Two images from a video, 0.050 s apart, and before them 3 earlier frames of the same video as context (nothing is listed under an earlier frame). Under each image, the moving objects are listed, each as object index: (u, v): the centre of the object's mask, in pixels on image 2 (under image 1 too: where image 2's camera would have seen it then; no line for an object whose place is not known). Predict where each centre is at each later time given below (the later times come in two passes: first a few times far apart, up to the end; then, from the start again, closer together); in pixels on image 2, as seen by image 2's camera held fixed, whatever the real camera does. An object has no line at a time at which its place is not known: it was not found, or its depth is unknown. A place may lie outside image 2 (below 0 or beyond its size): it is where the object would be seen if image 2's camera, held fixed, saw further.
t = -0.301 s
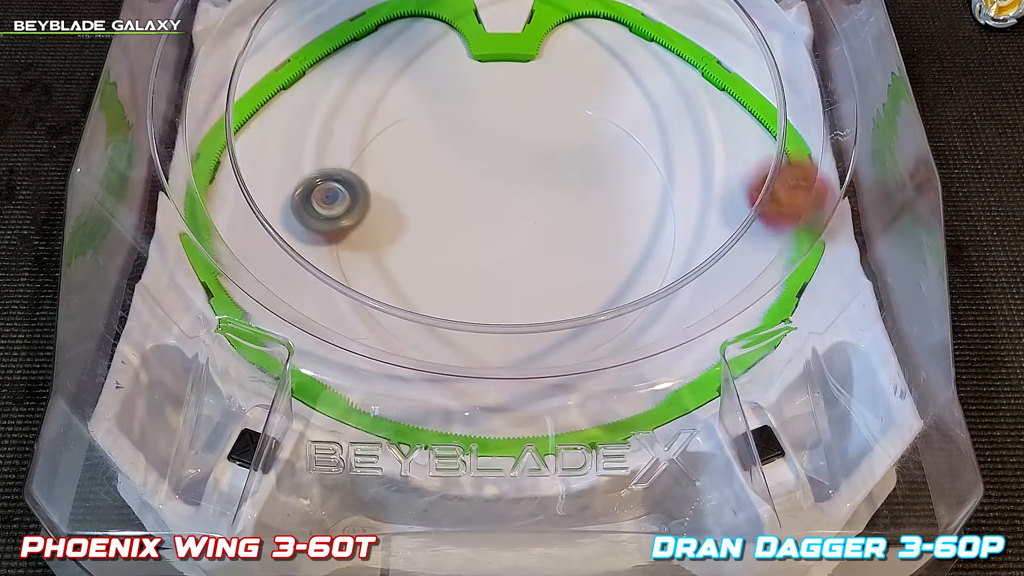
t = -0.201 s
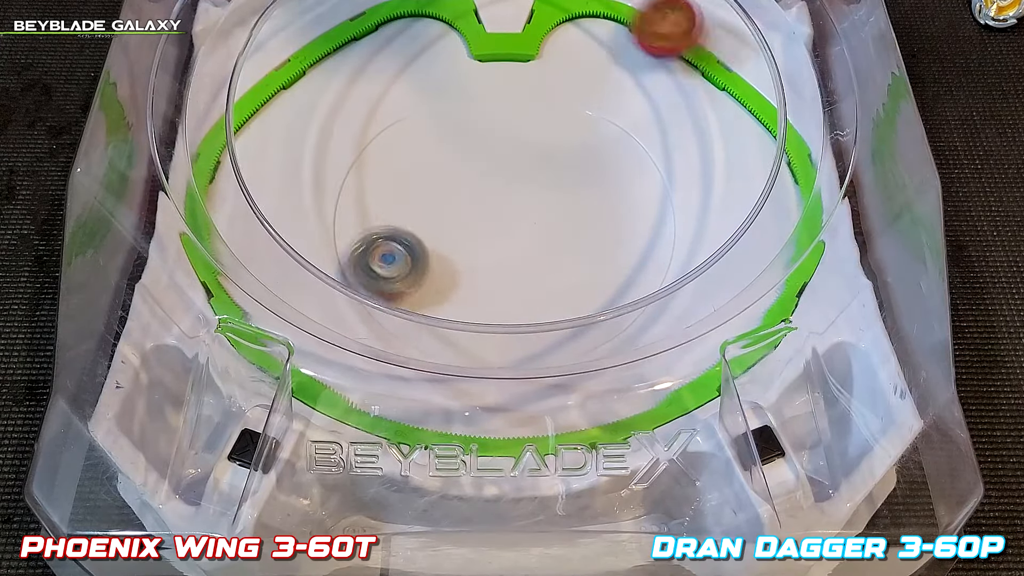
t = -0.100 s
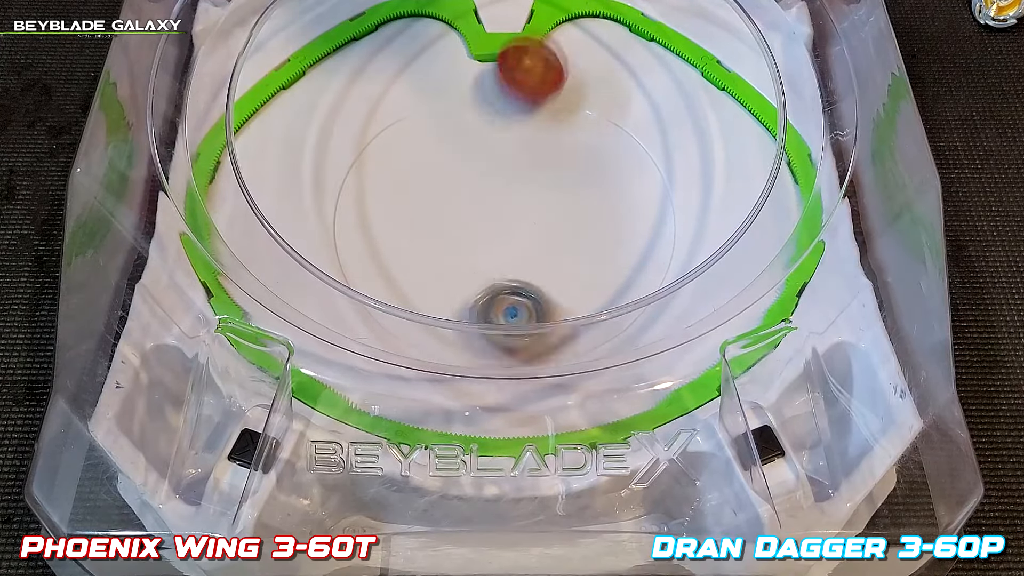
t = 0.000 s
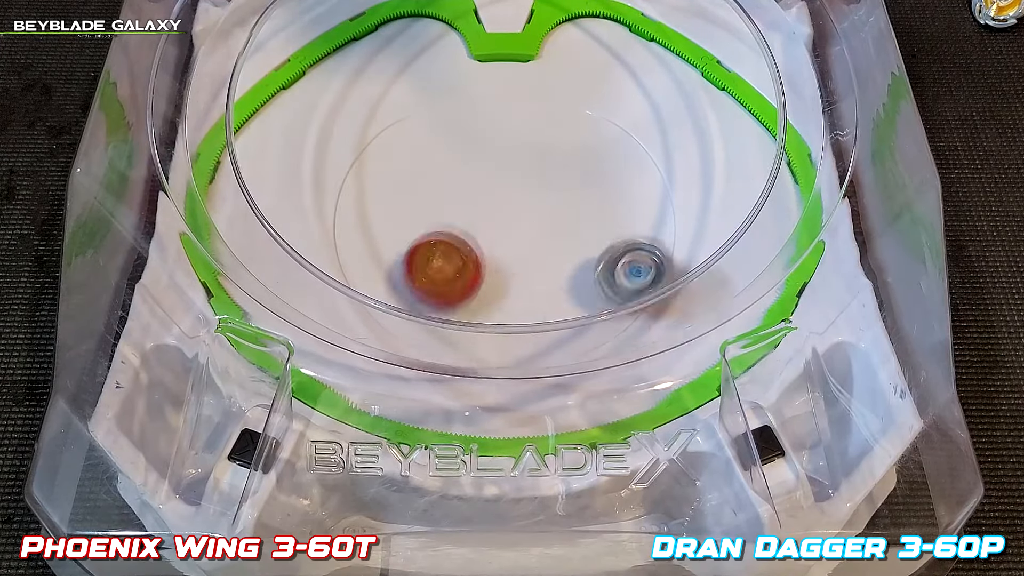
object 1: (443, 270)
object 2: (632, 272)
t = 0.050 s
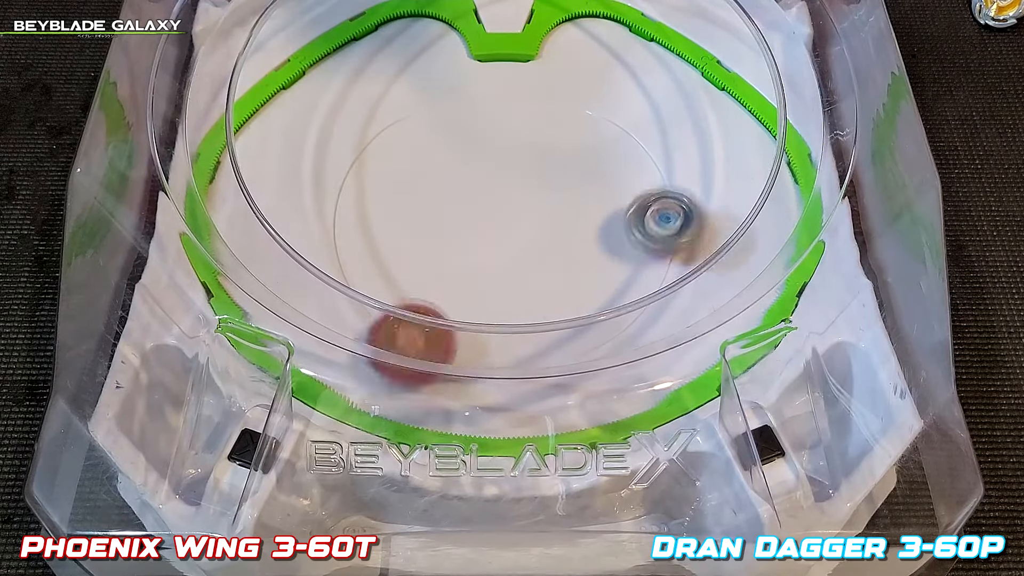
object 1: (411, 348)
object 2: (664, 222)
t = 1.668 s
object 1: (645, 78)
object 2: (528, 210)
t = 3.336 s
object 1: (477, 388)
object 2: (396, 192)
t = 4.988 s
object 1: (437, 213)
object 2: (474, 282)
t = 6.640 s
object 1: (506, 142)
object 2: (511, 301)
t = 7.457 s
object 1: (405, 223)
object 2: (521, 233)
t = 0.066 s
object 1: (405, 367)
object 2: (671, 204)
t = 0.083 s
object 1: (397, 398)
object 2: (669, 184)
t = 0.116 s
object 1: (406, 403)
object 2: (658, 151)
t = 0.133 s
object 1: (419, 390)
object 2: (648, 133)
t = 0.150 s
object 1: (431, 380)
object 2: (639, 117)
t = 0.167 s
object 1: (444, 375)
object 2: (628, 102)
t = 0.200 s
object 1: (469, 368)
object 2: (609, 79)
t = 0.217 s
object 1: (484, 363)
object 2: (600, 67)
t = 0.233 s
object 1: (501, 342)
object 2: (591, 57)
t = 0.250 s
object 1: (518, 335)
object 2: (581, 47)
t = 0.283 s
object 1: (552, 322)
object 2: (567, 34)
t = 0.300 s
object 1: (567, 319)
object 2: (558, 28)
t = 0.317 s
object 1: (583, 318)
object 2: (550, 25)
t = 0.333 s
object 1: (597, 307)
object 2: (553, 32)
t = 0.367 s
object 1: (623, 275)
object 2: (583, 79)
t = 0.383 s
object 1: (638, 266)
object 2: (596, 106)
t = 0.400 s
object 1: (651, 259)
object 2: (611, 133)
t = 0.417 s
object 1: (663, 250)
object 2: (625, 157)
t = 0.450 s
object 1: (683, 225)
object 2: (637, 189)
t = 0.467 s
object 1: (696, 217)
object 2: (639, 194)
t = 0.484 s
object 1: (707, 210)
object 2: (643, 201)
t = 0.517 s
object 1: (731, 208)
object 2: (650, 222)
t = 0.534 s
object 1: (742, 212)
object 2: (651, 236)
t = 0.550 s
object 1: (751, 218)
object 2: (650, 239)
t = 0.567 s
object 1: (759, 227)
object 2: (647, 241)
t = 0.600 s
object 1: (774, 256)
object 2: (641, 255)
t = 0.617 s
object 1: (775, 272)
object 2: (637, 260)
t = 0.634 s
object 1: (769, 262)
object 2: (632, 260)
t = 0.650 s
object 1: (745, 230)
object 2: (627, 263)
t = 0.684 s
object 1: (698, 171)
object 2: (616, 266)
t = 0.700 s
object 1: (676, 142)
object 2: (610, 267)
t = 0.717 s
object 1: (657, 118)
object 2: (605, 266)
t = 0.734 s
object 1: (638, 91)
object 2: (600, 266)
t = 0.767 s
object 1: (601, 45)
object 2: (591, 261)
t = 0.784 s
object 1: (583, 25)
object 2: (587, 259)
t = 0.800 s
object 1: (565, 14)
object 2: (583, 256)
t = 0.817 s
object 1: (559, 12)
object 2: (580, 253)
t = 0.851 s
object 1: (550, 29)
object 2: (576, 246)
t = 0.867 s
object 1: (545, 49)
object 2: (575, 243)
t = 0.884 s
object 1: (541, 74)
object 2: (574, 241)
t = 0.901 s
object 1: (536, 102)
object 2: (574, 239)
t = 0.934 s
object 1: (524, 172)
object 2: (575, 236)
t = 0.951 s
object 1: (514, 206)
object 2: (584, 243)
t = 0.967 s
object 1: (485, 219)
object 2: (604, 252)
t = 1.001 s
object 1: (433, 247)
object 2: (643, 275)
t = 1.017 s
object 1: (410, 251)
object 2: (664, 293)
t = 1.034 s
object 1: (391, 257)
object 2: (678, 299)
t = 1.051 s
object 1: (370, 263)
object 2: (700, 317)
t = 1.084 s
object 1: (340, 269)
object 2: (722, 323)
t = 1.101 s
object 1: (323, 281)
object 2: (721, 302)
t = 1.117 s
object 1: (314, 283)
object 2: (713, 279)
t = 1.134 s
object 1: (297, 290)
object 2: (710, 265)
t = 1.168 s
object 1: (273, 306)
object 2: (698, 220)
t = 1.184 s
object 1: (264, 312)
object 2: (692, 199)
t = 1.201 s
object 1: (289, 307)
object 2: (685, 183)
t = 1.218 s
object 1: (321, 302)
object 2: (678, 167)
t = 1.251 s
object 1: (381, 304)
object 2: (666, 132)
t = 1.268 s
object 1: (412, 290)
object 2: (660, 118)
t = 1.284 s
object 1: (434, 288)
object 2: (654, 106)
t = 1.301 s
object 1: (465, 285)
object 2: (647, 89)
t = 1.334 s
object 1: (518, 278)
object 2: (632, 67)
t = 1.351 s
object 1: (542, 266)
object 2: (624, 56)
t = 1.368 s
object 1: (566, 257)
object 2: (616, 45)
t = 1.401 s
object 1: (609, 238)
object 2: (599, 30)
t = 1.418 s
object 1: (627, 227)
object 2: (590, 24)
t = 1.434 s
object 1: (644, 217)
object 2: (581, 20)
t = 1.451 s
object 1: (658, 205)
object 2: (571, 17)
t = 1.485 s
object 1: (681, 182)
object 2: (553, 14)
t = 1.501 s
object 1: (685, 169)
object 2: (551, 20)
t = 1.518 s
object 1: (686, 158)
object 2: (549, 31)
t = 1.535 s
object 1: (686, 149)
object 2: (549, 49)
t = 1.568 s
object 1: (682, 131)
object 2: (546, 92)
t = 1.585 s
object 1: (677, 122)
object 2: (544, 115)
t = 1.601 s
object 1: (673, 115)
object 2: (542, 131)
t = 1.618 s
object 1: (667, 105)
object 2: (539, 150)
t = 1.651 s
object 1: (652, 88)
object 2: (532, 192)
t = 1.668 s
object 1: (645, 78)
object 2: (528, 210)
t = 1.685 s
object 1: (637, 69)
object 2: (524, 229)
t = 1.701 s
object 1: (630, 59)
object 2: (519, 244)
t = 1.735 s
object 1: (616, 40)
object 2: (510, 278)
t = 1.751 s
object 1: (609, 29)
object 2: (504, 293)
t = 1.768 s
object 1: (602, 23)
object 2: (499, 301)
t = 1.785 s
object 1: (596, 18)
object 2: (494, 317)
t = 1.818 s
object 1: (581, 15)
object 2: (486, 334)
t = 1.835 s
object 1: (575, 21)
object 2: (483, 335)
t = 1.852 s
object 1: (569, 29)
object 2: (483, 329)
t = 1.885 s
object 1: (558, 71)
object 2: (483, 319)
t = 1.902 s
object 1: (553, 95)
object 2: (485, 311)
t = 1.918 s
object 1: (548, 118)
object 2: (486, 303)
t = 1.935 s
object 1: (543, 132)
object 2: (486, 300)
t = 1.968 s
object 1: (531, 170)
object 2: (489, 294)
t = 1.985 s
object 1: (525, 195)
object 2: (490, 291)
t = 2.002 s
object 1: (519, 217)
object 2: (491, 289)
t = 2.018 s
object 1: (522, 221)
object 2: (481, 294)
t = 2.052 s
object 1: (556, 191)
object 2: (430, 357)
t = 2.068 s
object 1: (571, 176)
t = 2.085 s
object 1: (584, 160)
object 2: (397, 391)
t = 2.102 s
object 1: (597, 146)
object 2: (391, 378)
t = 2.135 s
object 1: (620, 121)
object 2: (383, 347)
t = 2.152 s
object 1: (629, 110)
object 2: (385, 330)
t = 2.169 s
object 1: (636, 100)
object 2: (381, 324)
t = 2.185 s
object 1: (642, 92)
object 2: (373, 312)
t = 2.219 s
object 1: (657, 77)
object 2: (374, 271)
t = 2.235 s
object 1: (665, 72)
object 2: (370, 264)
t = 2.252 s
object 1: (674, 66)
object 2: (369, 254)
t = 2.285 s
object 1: (692, 56)
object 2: (371, 241)
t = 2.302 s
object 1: (695, 51)
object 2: (375, 225)
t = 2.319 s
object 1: (689, 51)
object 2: (379, 209)
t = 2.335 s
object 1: (680, 56)
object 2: (385, 195)
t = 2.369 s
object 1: (663, 70)
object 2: (395, 178)
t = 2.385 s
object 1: (657, 67)
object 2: (402, 167)
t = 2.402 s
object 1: (651, 67)
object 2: (409, 154)
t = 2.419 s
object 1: (644, 70)
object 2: (415, 143)
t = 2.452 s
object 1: (629, 84)
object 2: (431, 130)
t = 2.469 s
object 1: (624, 86)
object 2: (438, 121)
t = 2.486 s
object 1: (619, 84)
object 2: (448, 112)
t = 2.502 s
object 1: (615, 84)
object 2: (457, 105)
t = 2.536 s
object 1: (605, 95)
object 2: (475, 100)
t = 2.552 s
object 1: (600, 101)
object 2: (484, 95)
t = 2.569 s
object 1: (597, 101)
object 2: (492, 89)
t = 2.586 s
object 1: (594, 103)
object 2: (500, 85)
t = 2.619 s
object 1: (586, 116)
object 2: (518, 87)
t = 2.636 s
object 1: (582, 124)
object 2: (528, 91)
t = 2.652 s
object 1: (579, 127)
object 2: (534, 88)
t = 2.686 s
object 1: (571, 143)
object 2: (548, 90)
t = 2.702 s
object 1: (568, 149)
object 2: (555, 94)
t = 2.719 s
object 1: (565, 157)
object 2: (560, 99)
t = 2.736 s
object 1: (562, 166)
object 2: (564, 103)
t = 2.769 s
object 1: (558, 183)
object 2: (572, 116)
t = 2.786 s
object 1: (555, 193)
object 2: (574, 122)
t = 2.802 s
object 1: (554, 201)
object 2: (574, 126)
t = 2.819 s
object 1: (553, 210)
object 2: (574, 133)
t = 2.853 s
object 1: (552, 229)
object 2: (573, 147)
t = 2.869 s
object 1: (552, 237)
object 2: (570, 154)
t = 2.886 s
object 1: (552, 247)
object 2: (567, 161)
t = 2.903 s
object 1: (552, 256)
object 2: (563, 167)
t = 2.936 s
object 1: (553, 274)
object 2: (554, 180)
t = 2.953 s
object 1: (553, 283)
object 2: (547, 186)
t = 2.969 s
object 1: (554, 291)
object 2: (541, 190)
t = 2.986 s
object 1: (554, 296)
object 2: (534, 196)
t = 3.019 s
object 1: (553, 318)
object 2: (520, 203)
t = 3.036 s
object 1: (551, 331)
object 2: (512, 206)
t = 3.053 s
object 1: (548, 333)
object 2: (504, 208)
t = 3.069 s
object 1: (546, 336)
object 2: (496, 209)
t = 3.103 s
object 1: (539, 349)
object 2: (479, 211)
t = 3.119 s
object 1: (537, 350)
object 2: (471, 210)
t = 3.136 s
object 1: (533, 361)
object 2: (463, 208)
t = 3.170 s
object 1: (523, 369)
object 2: (444, 205)
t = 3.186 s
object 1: (518, 381)
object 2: (436, 203)
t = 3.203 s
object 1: (513, 388)
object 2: (429, 201)
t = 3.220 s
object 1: (505, 402)
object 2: (421, 198)
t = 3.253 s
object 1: (495, 405)
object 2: (410, 196)
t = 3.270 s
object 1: (490, 404)
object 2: (405, 196)
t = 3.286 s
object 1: (486, 403)
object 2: (401, 194)
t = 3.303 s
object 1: (483, 394)
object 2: (399, 194)
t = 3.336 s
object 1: (477, 388)
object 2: (396, 192)
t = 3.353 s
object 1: (473, 384)
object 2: (395, 192)
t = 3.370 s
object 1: (470, 378)
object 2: (395, 192)
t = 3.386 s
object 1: (466, 378)
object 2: (395, 192)
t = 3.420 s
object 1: (458, 367)
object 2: (395, 193)
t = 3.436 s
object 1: (453, 365)
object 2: (395, 193)
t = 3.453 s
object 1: (449, 365)
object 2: (396, 194)
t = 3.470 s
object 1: (444, 364)
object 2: (396, 194)
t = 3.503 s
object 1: (430, 356)
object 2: (397, 195)
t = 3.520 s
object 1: (423, 355)
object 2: (399, 196)
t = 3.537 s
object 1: (416, 351)
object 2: (400, 196)
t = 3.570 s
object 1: (398, 345)
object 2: (405, 199)
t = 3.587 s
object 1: (390, 342)
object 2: (408, 200)
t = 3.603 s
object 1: (382, 338)
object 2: (412, 200)
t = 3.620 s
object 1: (376, 328)
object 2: (417, 201)
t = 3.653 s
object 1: (358, 320)
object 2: (429, 202)
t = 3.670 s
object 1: (349, 316)
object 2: (435, 203)
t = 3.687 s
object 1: (342, 305)
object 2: (442, 203)
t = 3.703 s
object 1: (334, 299)
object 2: (449, 203)
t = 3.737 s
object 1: (320, 284)
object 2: (465, 203)
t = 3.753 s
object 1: (314, 276)
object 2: (474, 202)
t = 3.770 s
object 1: (311, 264)
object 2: (484, 201)
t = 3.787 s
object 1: (303, 257)
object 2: (493, 199)
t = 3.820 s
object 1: (295, 239)
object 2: (510, 196)
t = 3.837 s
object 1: (291, 230)
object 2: (519, 193)
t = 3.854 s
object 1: (288, 221)
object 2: (528, 190)
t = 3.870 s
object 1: (289, 210)
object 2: (537, 187)
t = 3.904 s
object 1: (282, 195)
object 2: (552, 181)
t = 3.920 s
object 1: (279, 186)
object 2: (559, 178)
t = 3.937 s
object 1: (277, 177)
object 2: (565, 175)
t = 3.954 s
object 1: (274, 168)
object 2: (571, 171)
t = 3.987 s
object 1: (273, 151)
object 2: (581, 164)
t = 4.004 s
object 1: (272, 142)
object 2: (585, 162)
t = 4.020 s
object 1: (273, 134)
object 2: (589, 159)
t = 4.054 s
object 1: (275, 116)
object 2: (594, 155)
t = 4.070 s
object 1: (277, 108)
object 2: (596, 155)
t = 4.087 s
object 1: (279, 99)
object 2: (597, 155)
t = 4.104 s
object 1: (282, 91)
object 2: (597, 154)
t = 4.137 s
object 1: (289, 76)
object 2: (597, 155)
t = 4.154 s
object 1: (296, 75)
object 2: (597, 155)
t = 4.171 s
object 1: (305, 77)
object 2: (596, 155)
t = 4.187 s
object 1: (312, 75)
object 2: (595, 156)
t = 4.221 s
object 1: (327, 75)
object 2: (594, 156)
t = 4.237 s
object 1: (334, 72)
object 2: (593, 156)
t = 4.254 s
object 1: (340, 70)
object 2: (593, 156)
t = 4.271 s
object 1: (347, 70)
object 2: (592, 156)
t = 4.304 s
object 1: (361, 62)
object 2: (590, 158)
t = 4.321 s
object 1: (369, 59)
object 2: (588, 158)
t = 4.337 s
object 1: (377, 55)
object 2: (586, 160)
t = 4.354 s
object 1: (385, 52)
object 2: (583, 161)
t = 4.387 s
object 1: (403, 45)
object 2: (577, 165)
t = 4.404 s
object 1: (413, 43)
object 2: (573, 167)
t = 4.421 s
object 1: (423, 41)
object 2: (569, 171)
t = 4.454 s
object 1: (439, 35)
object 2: (560, 178)
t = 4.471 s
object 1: (448, 33)
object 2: (555, 182)
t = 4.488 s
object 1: (457, 31)
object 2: (550, 186)
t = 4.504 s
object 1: (458, 30)
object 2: (545, 191)
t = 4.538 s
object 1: (439, 35)
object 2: (535, 202)
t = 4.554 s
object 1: (429, 41)
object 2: (529, 207)
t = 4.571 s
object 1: (422, 42)
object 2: (524, 212)
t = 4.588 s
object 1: (414, 43)
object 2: (519, 218)
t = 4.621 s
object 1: (401, 56)
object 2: (510, 230)
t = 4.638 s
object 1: (397, 58)
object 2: (505, 235)
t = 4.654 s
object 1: (394, 59)
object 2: (501, 241)
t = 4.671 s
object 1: (392, 63)
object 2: (497, 246)
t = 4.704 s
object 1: (392, 75)
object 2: (491, 256)
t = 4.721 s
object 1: (393, 78)
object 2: (488, 261)
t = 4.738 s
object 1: (396, 83)
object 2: (485, 266)
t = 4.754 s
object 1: (400, 90)
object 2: (484, 271)
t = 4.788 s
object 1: (408, 103)
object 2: (480, 278)
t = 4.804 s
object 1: (412, 112)
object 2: (479, 281)
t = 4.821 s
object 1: (415, 120)
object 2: (477, 283)
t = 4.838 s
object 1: (419, 131)
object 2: (476, 284)
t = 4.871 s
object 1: (424, 150)
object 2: (474, 285)
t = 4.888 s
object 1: (426, 159)
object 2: (473, 285)
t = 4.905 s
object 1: (429, 168)
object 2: (473, 285)
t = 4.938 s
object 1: (432, 186)
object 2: (473, 284)
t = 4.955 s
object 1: (434, 195)
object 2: (474, 283)
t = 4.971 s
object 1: (435, 204)
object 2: (474, 283)
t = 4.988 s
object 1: (437, 213)
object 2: (474, 282)
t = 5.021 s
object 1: (435, 221)
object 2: (479, 292)
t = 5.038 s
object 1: (428, 205)
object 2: (493, 313)
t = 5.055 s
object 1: (422, 191)
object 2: (504, 333)
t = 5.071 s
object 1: (416, 181)
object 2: (516, 340)
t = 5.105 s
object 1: (407, 156)
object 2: (537, 357)
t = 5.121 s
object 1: (403, 147)
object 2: (547, 363)
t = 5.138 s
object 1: (401, 137)
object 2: (559, 368)
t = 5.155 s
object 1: (399, 128)
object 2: (569, 369)
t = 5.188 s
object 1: (397, 117)
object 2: (589, 376)
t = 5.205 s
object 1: (397, 111)
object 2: (600, 384)
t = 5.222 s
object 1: (397, 108)
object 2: (606, 388)
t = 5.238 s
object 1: (398, 107)
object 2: (612, 395)
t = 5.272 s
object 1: (398, 105)
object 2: (620, 384)
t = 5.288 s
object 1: (399, 108)
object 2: (624, 379)
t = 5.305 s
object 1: (399, 107)
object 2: (626, 372)
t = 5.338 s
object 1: (399, 112)
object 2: (629, 361)
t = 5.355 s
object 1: (399, 114)
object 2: (631, 357)
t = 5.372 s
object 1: (399, 116)
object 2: (630, 353)
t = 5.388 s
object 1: (399, 120)
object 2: (630, 349)
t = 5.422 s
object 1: (399, 124)
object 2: (629, 342)
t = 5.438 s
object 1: (399, 128)
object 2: (625, 333)
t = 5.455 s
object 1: (399, 134)
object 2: (625, 333)
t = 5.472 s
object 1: (399, 134)
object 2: (623, 327)
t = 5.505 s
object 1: (400, 143)
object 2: (620, 323)
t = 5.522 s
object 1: (400, 144)
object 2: (616, 320)
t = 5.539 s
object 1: (400, 148)
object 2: (613, 317)
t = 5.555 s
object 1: (401, 151)
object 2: (607, 312)
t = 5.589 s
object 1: (403, 156)
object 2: (599, 302)
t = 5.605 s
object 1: (403, 157)
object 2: (593, 289)
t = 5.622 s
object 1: (405, 159)
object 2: (591, 285)
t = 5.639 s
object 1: (406, 160)
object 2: (589, 280)
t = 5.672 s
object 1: (409, 160)
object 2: (579, 264)
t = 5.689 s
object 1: (412, 159)
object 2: (574, 256)
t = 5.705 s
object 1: (415, 159)
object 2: (568, 248)
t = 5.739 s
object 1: (422, 159)
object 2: (555, 232)
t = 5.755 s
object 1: (427, 158)
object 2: (548, 224)
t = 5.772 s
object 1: (432, 158)
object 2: (540, 217)
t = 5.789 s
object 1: (438, 158)
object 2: (533, 209)
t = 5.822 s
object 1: (451, 156)
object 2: (520, 195)
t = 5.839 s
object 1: (447, 141)
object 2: (529, 203)
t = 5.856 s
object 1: (436, 119)
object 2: (544, 219)
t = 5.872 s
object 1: (425, 98)
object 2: (562, 236)
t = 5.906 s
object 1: (408, 62)
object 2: (591, 260)
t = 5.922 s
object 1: (401, 50)
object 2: (608, 275)
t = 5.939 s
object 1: (395, 36)
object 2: (621, 282)
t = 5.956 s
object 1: (392, 25)
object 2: (633, 296)
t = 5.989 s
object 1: (389, 16)
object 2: (647, 309)
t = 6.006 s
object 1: (389, 19)
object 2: (653, 311)
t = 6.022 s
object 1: (392, 24)
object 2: (660, 321)
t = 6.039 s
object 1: (396, 31)
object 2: (665, 331)
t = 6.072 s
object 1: (403, 44)
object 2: (670, 340)
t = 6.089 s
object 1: (405, 47)
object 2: (671, 345)
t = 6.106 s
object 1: (408, 53)
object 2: (672, 347)
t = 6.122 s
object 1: (411, 62)
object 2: (672, 350)
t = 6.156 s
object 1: (419, 83)
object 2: (669, 352)
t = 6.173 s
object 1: (420, 86)
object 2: (665, 353)
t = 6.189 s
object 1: (423, 92)
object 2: (660, 353)
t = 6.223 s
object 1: (428, 112)
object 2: (646, 345)
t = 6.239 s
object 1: (432, 120)
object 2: (642, 345)
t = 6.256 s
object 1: (437, 126)
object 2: (637, 346)
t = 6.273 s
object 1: (441, 135)
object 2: (631, 345)
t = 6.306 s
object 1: (452, 153)
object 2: (623, 335)
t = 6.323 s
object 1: (458, 161)
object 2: (621, 332)
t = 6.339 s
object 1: (463, 169)
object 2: (622, 333)
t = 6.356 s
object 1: (470, 176)
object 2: (616, 335)
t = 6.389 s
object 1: (482, 188)
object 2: (598, 329)
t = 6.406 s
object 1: (488, 194)
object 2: (588, 315)
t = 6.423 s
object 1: (493, 198)
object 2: (577, 299)
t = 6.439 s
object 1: (497, 202)
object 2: (570, 295)
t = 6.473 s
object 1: (508, 212)
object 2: (550, 287)
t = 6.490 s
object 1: (511, 213)
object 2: (543, 277)
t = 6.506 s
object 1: (511, 203)
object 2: (539, 281)
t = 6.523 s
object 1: (510, 190)
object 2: (534, 289)
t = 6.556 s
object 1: (509, 171)
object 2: (521, 301)
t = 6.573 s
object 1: (509, 164)
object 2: (516, 302)
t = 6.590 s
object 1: (508, 155)
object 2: (514, 302)
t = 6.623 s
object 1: (507, 144)
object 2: (510, 300)
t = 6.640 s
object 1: (506, 142)
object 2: (511, 301)
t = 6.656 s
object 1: (506, 137)
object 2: (511, 300)
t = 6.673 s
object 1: (506, 136)
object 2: (511, 299)
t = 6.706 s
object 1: (505, 136)
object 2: (517, 299)
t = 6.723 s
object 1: (503, 138)
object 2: (520, 299)
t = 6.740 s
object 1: (501, 140)
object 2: (522, 296)
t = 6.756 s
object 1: (497, 144)
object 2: (526, 295)
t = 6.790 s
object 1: (487, 151)
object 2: (531, 292)
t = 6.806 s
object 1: (482, 155)
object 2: (534, 288)
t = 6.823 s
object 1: (476, 158)
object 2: (536, 285)
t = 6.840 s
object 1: (471, 160)
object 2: (539, 282)
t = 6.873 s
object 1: (461, 165)
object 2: (542, 276)
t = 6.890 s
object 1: (455, 168)
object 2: (544, 270)
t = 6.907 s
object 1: (450, 170)
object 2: (545, 266)
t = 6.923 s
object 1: (444, 172)
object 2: (545, 262)
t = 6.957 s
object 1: (432, 176)
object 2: (544, 258)
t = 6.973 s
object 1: (426, 178)
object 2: (543, 255)
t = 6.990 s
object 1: (420, 179)
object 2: (542, 253)
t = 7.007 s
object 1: (415, 181)
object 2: (540, 250)
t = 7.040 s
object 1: (404, 183)
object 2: (534, 245)
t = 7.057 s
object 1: (398, 184)
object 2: (531, 243)
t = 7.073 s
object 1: (392, 185)
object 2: (527, 242)
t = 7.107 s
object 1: (380, 187)
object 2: (519, 241)
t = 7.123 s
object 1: (374, 188)
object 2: (516, 240)
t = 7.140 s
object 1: (368, 189)
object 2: (516, 239)
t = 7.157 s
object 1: (363, 190)
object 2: (517, 238)
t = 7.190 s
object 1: (353, 193)
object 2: (520, 236)
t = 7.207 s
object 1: (349, 194)
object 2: (521, 236)
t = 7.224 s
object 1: (344, 196)
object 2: (523, 235)
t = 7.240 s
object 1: (341, 198)
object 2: (524, 235)
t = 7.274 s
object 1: (347, 206)
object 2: (525, 233)
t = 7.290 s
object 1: (351, 208)
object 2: (525, 232)
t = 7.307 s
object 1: (355, 211)
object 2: (524, 232)
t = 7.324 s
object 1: (358, 214)
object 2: (524, 232)
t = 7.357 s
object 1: (367, 218)
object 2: (522, 233)
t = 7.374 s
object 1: (372, 220)
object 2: (522, 233)
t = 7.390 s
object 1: (378, 221)
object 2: (521, 233)
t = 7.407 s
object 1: (384, 221)
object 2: (521, 232)
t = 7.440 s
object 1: (398, 222)
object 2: (521, 233)
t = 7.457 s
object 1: (405, 223)
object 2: (521, 233)
